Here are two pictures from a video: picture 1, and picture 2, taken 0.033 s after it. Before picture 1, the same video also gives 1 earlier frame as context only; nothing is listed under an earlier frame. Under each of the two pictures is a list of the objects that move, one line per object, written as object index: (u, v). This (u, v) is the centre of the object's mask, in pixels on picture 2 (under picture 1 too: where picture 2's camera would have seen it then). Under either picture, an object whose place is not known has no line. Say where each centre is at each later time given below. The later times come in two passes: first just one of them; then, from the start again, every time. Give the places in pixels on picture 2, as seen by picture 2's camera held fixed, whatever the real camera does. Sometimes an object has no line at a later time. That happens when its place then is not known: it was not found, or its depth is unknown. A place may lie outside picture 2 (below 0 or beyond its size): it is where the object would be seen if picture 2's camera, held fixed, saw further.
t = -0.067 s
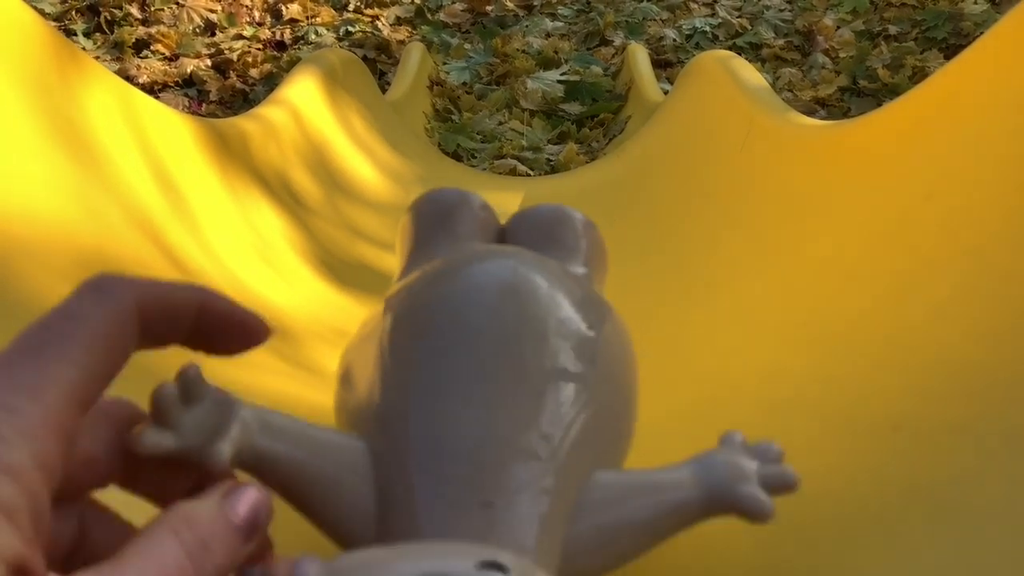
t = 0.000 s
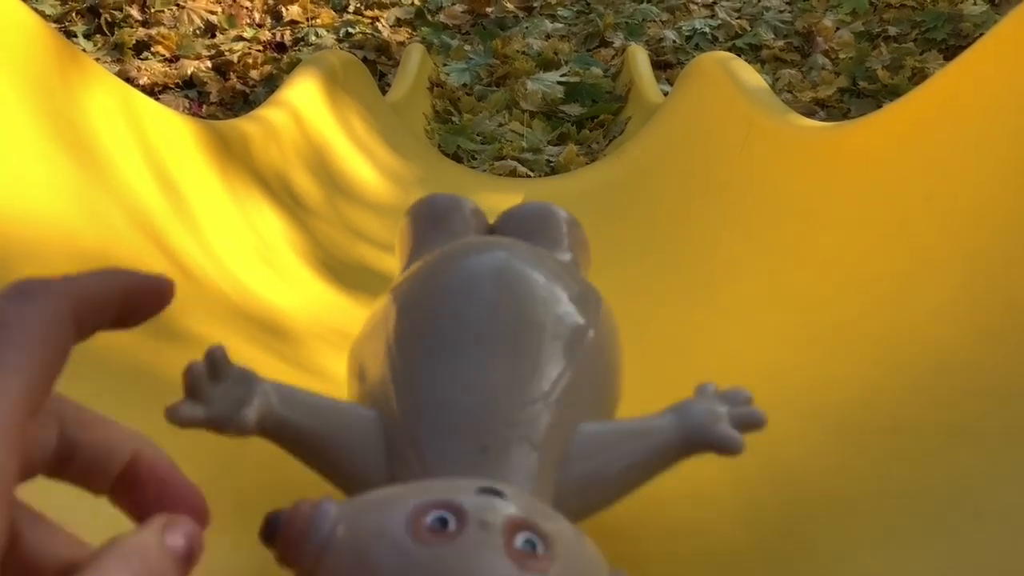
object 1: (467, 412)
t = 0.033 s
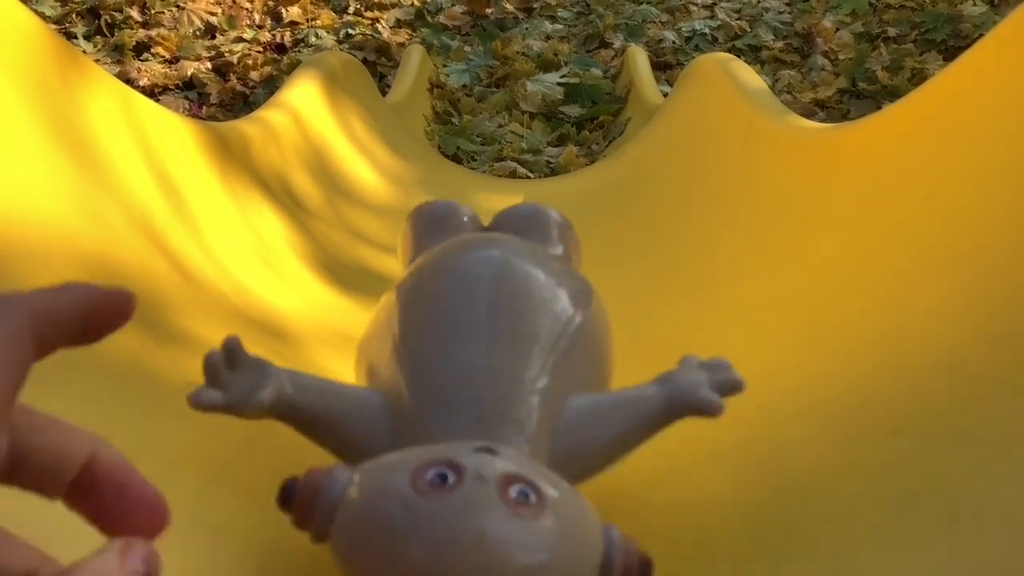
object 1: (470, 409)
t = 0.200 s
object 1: (480, 346)
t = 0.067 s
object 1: (472, 403)
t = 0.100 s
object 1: (473, 386)
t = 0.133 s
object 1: (473, 370)
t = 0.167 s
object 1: (474, 359)
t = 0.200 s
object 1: (480, 346)
